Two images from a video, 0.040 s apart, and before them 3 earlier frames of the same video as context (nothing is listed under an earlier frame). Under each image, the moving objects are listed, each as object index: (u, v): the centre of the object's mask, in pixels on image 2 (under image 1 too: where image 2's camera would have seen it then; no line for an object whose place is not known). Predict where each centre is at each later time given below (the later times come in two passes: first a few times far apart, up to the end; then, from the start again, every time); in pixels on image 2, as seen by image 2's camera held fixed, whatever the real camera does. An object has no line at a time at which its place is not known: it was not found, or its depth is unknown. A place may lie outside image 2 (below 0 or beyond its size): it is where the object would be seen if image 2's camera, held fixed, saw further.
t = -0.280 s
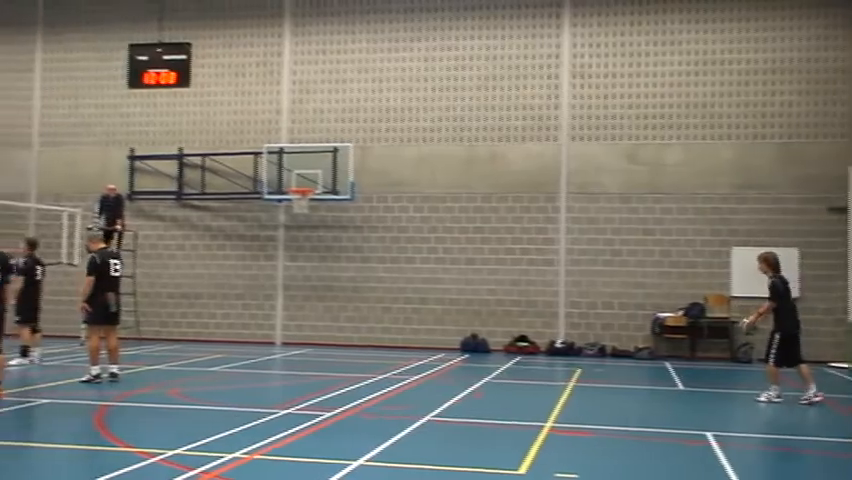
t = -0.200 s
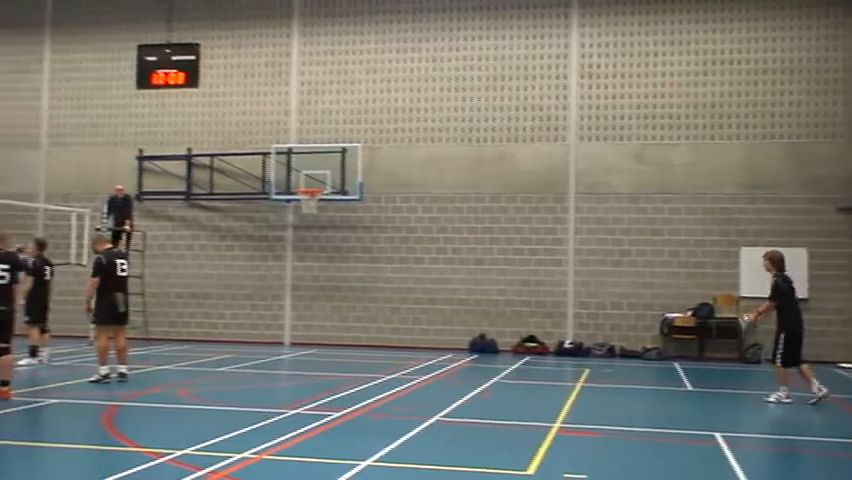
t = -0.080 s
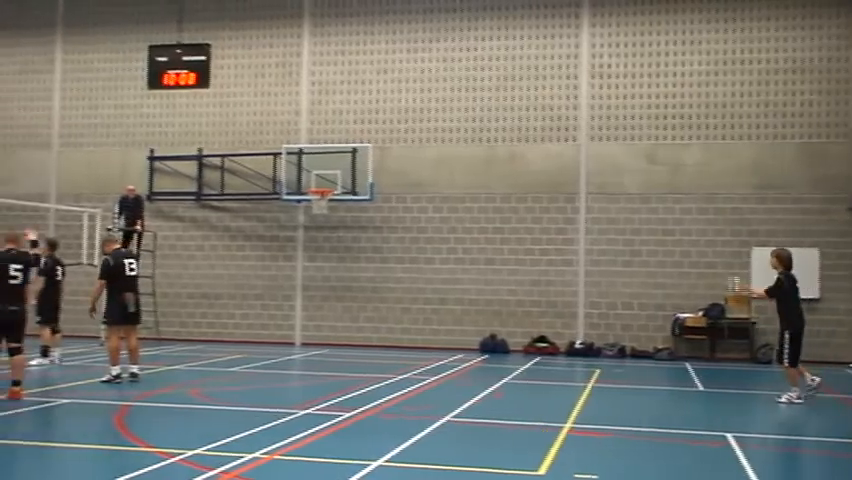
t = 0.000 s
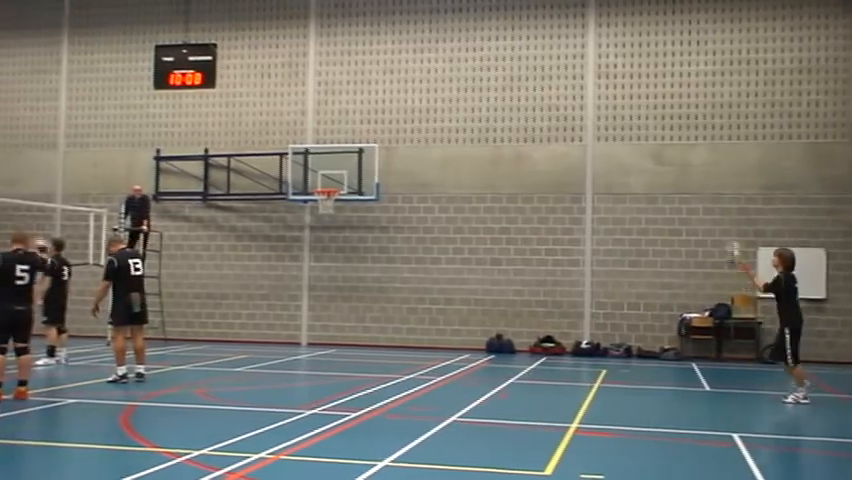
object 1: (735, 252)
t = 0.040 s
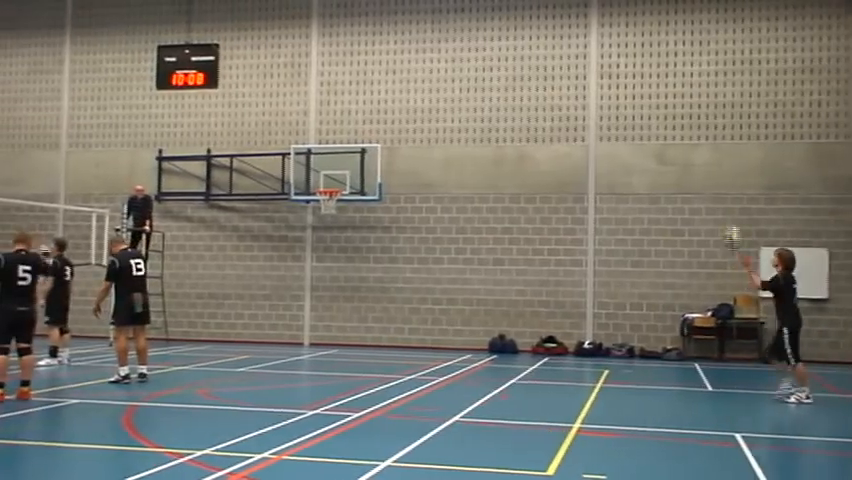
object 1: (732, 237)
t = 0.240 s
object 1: (716, 180)
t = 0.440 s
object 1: (701, 156)
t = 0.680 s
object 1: (683, 169)
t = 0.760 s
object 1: (677, 183)
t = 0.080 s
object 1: (729, 222)
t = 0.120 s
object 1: (726, 210)
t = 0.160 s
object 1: (723, 199)
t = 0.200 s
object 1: (720, 187)
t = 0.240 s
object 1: (716, 180)
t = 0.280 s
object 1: (713, 173)
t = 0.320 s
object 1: (711, 167)
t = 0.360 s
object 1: (707, 161)
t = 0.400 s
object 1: (705, 159)
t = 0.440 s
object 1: (701, 156)
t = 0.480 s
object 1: (698, 155)
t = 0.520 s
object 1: (695, 156)
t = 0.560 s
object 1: (692, 157)
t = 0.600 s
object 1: (689, 160)
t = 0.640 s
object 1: (686, 163)
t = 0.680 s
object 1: (683, 169)
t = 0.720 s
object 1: (680, 175)
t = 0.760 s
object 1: (677, 183)
